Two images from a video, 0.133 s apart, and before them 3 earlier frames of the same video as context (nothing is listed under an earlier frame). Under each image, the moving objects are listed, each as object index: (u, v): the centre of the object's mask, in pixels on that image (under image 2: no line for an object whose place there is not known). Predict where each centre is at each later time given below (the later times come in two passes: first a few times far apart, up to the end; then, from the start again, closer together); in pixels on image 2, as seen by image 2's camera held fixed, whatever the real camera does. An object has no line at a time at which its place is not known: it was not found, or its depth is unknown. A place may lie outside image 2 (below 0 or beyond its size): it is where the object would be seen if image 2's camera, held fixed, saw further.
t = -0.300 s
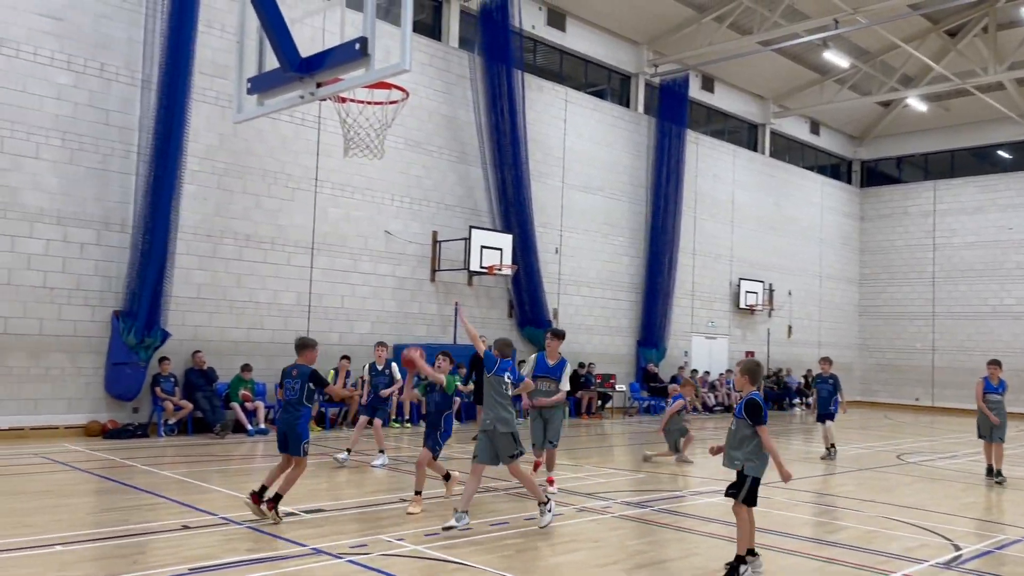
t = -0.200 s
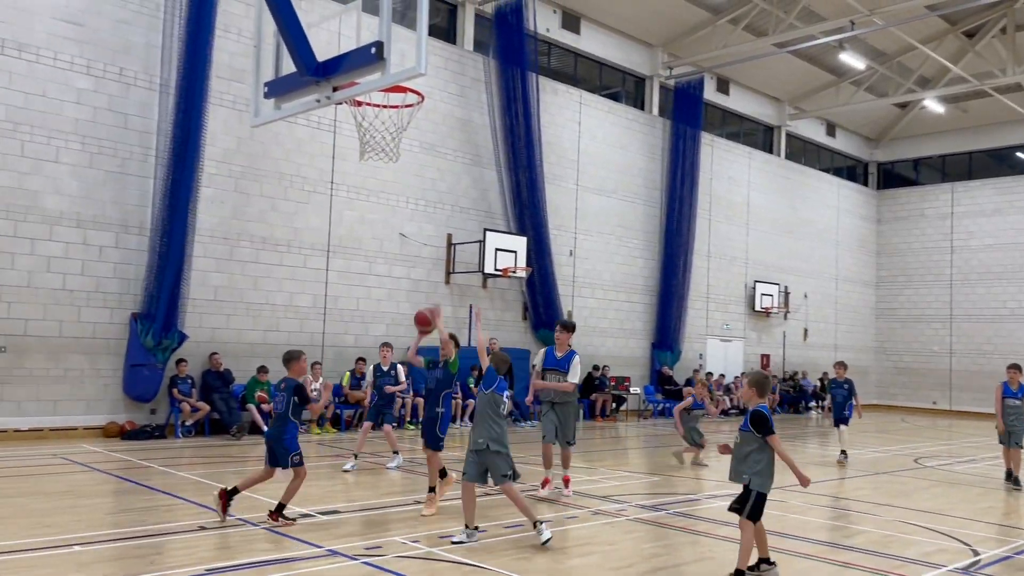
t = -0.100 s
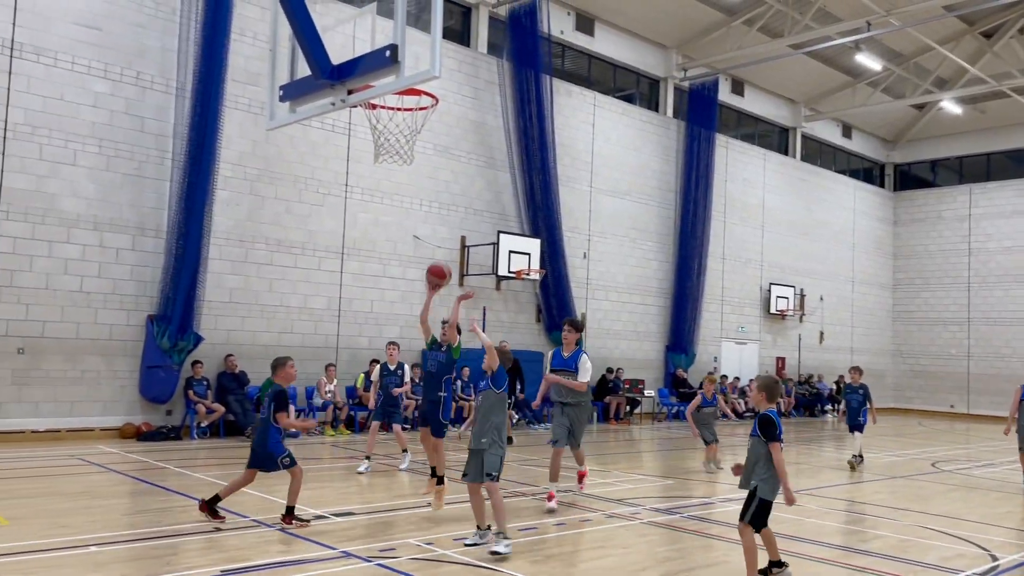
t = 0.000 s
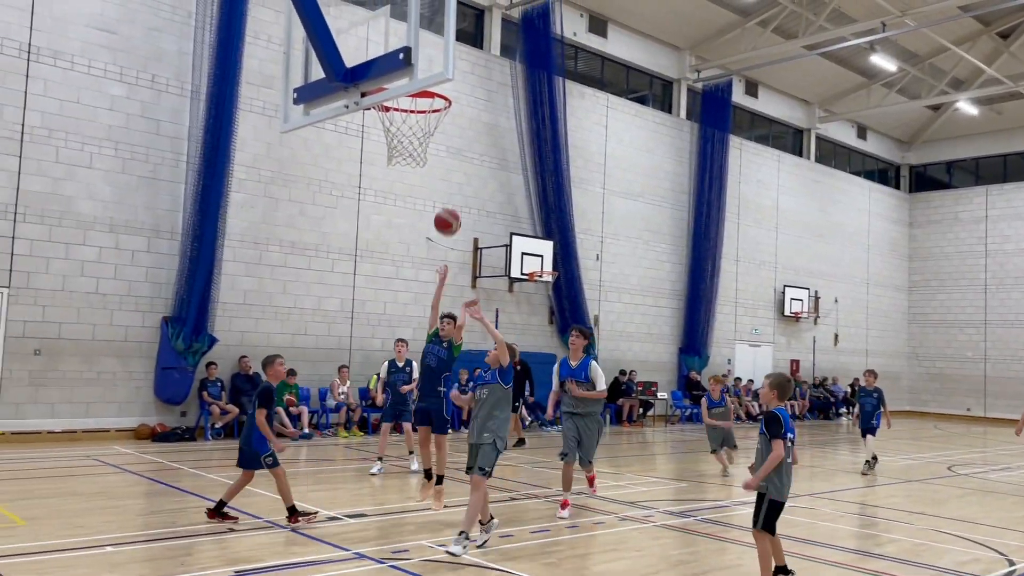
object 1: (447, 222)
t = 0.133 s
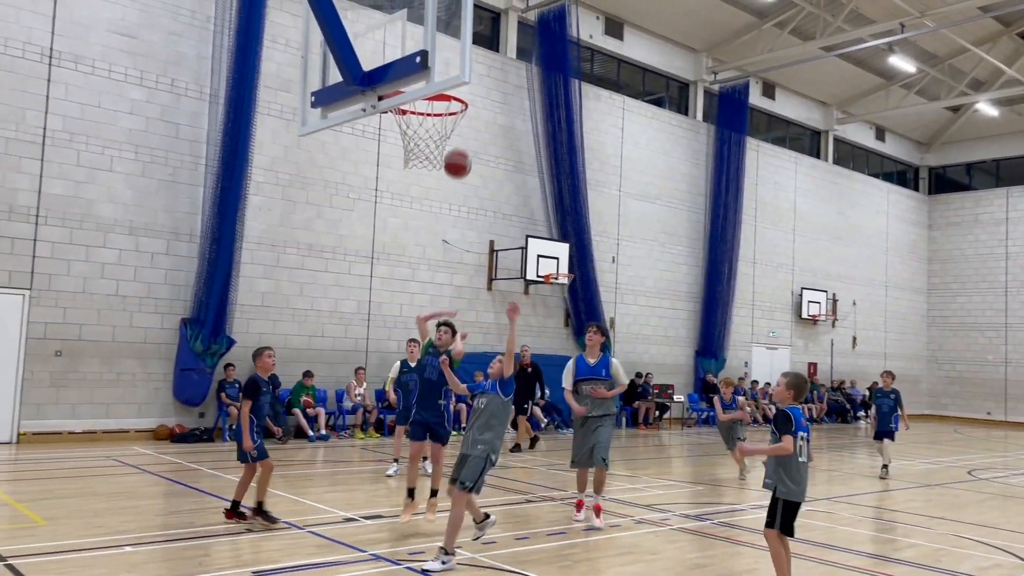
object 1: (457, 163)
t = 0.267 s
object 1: (450, 116)
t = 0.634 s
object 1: (420, 104)
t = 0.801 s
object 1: (455, 134)
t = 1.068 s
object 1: (442, 146)
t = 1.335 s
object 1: (387, 228)
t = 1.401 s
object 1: (371, 267)
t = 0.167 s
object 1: (456, 151)
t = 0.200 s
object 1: (457, 140)
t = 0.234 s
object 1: (452, 128)
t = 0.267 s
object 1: (450, 116)
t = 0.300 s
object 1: (446, 111)
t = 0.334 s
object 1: (447, 103)
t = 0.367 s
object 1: (447, 101)
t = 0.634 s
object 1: (420, 104)
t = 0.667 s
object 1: (416, 108)
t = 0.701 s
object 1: (420, 112)
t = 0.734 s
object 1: (434, 118)
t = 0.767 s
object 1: (446, 128)
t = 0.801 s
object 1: (455, 134)
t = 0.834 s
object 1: (460, 132)
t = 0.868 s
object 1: (461, 130)
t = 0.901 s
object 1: (460, 129)
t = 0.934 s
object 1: (459, 130)
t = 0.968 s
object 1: (456, 133)
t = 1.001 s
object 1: (452, 136)
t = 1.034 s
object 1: (447, 141)
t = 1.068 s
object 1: (442, 146)
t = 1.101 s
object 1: (436, 151)
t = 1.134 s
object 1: (429, 157)
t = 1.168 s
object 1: (423, 164)
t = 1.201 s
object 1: (417, 173)
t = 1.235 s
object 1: (408, 184)
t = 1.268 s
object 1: (401, 196)
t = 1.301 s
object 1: (394, 211)
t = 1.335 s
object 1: (387, 228)
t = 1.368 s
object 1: (379, 246)
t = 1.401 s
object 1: (371, 267)
